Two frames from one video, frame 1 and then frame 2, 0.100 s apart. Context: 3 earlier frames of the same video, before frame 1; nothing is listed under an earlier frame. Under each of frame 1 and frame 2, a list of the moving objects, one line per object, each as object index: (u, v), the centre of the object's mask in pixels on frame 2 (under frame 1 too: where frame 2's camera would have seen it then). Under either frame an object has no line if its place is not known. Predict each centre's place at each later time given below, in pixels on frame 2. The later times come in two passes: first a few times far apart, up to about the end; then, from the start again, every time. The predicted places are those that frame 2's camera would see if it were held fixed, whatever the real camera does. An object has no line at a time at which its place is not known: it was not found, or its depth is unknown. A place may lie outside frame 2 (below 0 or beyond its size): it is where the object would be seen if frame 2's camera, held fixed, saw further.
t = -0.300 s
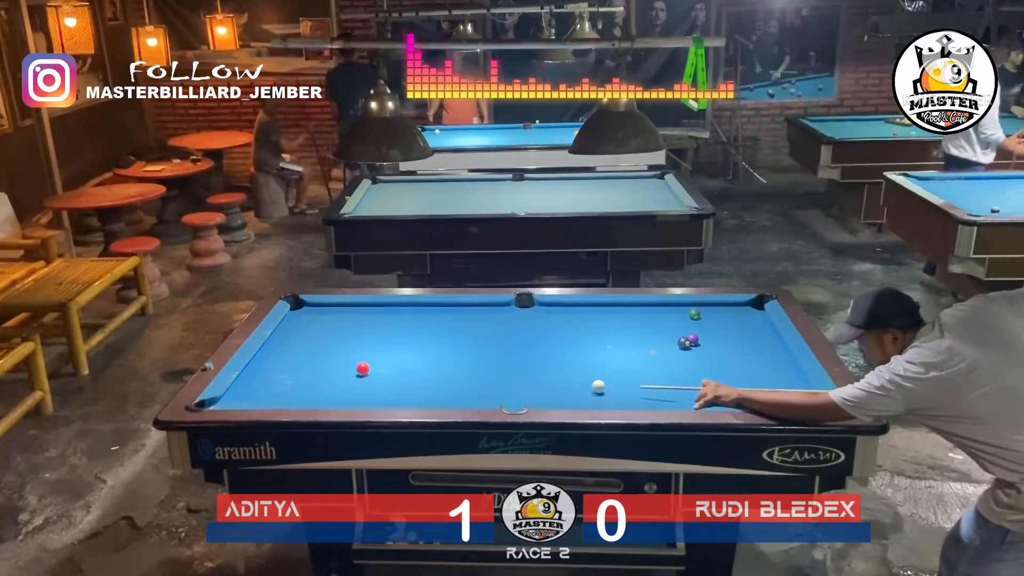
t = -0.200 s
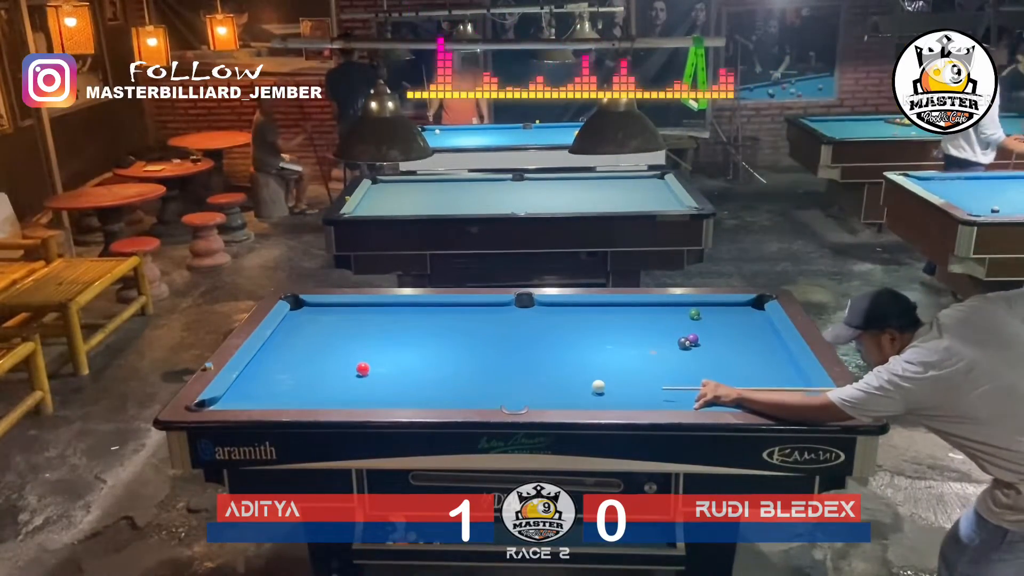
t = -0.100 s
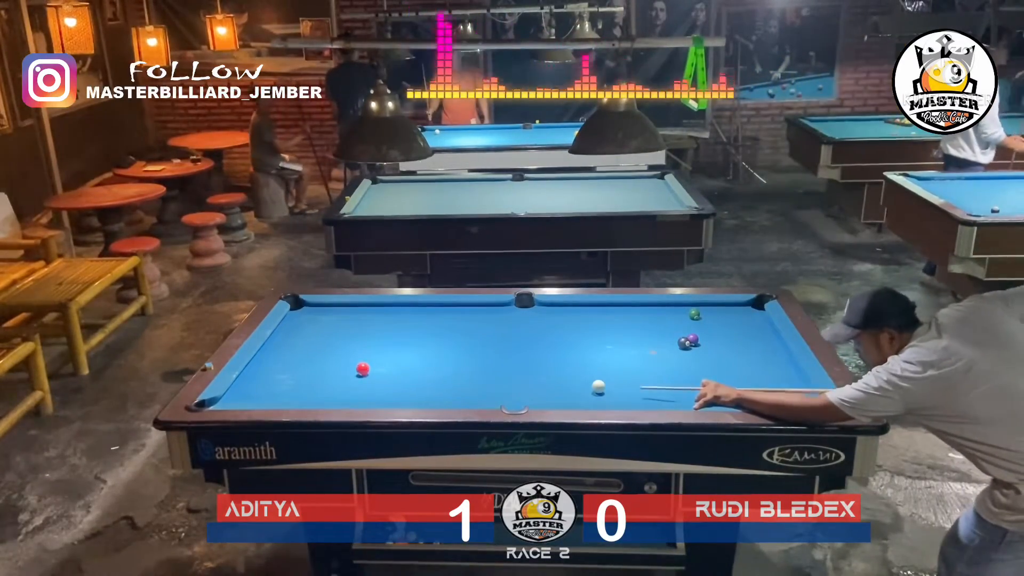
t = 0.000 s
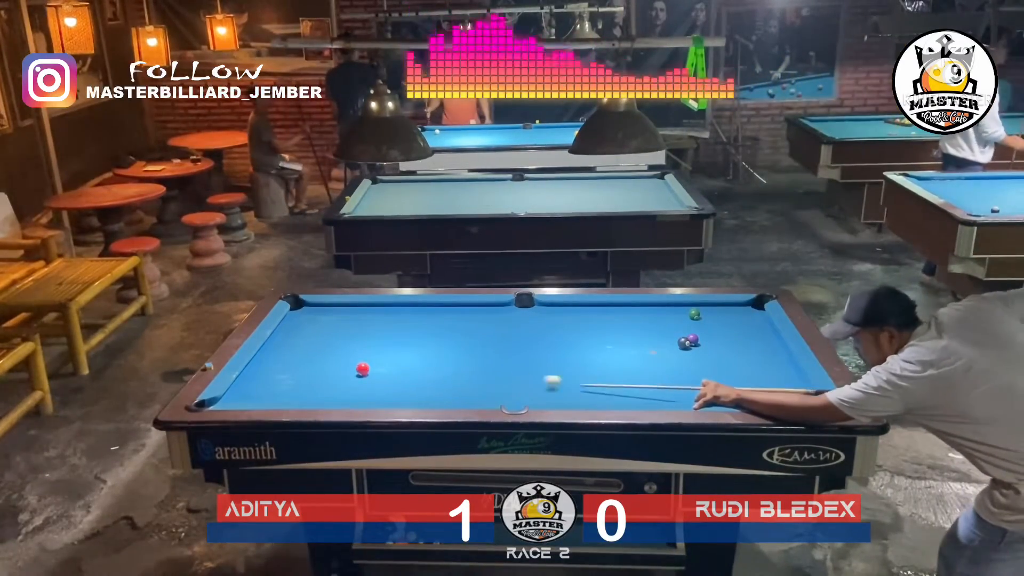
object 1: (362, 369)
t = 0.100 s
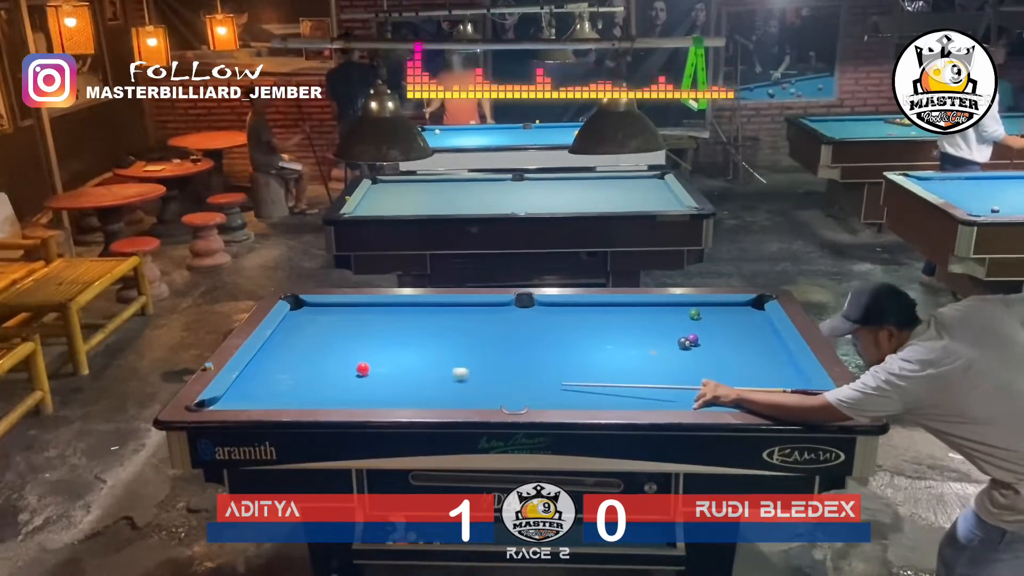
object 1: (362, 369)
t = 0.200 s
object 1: (362, 369)
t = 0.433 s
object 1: (253, 388)
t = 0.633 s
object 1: (264, 397)
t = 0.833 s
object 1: (306, 395)
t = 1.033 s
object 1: (346, 392)
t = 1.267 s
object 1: (389, 386)
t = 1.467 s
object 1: (424, 382)
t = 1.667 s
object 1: (456, 378)
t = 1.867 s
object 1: (485, 374)
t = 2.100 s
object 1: (518, 370)
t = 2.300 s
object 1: (543, 367)
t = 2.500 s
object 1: (567, 365)
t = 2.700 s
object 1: (588, 363)
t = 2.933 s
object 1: (611, 361)
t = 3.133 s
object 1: (629, 359)
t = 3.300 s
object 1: (644, 358)
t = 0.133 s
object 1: (362, 368)
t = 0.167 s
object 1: (362, 368)
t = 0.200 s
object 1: (362, 369)
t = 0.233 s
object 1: (348, 371)
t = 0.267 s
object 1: (330, 374)
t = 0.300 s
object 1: (313, 377)
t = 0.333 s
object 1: (296, 380)
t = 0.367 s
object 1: (281, 383)
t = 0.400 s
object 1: (267, 385)
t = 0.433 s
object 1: (253, 388)
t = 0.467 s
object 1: (239, 390)
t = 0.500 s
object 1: (234, 392)
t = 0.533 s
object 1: (243, 394)
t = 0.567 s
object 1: (251, 395)
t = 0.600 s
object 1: (257, 396)
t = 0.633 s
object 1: (264, 397)
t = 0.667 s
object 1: (271, 397)
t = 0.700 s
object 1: (278, 397)
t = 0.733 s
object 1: (285, 397)
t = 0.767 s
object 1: (292, 397)
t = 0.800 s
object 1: (299, 396)
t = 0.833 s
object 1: (306, 395)
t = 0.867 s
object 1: (313, 395)
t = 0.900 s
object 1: (320, 394)
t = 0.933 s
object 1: (326, 394)
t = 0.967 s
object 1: (334, 393)
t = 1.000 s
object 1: (340, 392)
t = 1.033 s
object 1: (346, 392)
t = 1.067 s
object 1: (352, 391)
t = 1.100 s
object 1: (359, 390)
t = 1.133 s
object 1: (365, 389)
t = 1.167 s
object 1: (371, 388)
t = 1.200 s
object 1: (377, 388)
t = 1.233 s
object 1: (383, 386)
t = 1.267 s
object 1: (389, 386)
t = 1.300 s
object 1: (395, 385)
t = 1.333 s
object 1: (401, 384)
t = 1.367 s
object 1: (407, 384)
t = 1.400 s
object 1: (413, 383)
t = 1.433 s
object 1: (418, 382)
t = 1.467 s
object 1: (424, 382)
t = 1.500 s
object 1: (429, 381)
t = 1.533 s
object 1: (435, 380)
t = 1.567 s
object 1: (440, 380)
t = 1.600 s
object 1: (446, 379)
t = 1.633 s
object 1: (451, 379)
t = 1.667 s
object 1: (456, 378)
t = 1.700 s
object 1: (461, 378)
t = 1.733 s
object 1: (466, 377)
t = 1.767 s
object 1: (471, 376)
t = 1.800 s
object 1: (476, 375)
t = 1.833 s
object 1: (481, 375)
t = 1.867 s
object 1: (485, 374)
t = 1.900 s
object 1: (490, 374)
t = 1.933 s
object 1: (495, 373)
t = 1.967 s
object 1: (499, 373)
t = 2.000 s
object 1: (504, 372)
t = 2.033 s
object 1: (509, 371)
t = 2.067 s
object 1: (513, 371)
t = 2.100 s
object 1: (518, 370)
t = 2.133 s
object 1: (522, 370)
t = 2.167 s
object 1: (526, 369)
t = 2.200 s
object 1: (531, 369)
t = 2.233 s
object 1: (534, 368)
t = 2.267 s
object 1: (539, 368)
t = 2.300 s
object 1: (543, 367)
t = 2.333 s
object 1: (547, 367)
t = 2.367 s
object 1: (551, 367)
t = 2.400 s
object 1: (555, 366)
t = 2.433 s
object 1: (559, 366)
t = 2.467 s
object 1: (563, 365)
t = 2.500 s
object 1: (567, 365)
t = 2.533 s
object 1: (570, 365)
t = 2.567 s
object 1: (573, 365)
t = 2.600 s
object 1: (577, 365)
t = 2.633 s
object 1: (581, 364)
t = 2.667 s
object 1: (584, 364)
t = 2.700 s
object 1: (588, 363)
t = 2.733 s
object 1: (591, 363)
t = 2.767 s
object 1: (595, 362)
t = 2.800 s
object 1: (598, 362)
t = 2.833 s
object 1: (602, 361)
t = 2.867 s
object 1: (605, 361)
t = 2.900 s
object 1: (608, 361)
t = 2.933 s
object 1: (611, 361)
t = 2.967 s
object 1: (614, 360)
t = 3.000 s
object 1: (617, 360)
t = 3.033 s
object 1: (620, 360)
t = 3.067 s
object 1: (623, 360)
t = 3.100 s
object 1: (626, 359)
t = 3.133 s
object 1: (629, 359)
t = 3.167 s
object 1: (632, 359)
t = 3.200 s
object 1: (635, 358)
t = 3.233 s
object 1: (638, 358)
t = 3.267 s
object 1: (641, 358)
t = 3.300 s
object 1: (644, 358)
